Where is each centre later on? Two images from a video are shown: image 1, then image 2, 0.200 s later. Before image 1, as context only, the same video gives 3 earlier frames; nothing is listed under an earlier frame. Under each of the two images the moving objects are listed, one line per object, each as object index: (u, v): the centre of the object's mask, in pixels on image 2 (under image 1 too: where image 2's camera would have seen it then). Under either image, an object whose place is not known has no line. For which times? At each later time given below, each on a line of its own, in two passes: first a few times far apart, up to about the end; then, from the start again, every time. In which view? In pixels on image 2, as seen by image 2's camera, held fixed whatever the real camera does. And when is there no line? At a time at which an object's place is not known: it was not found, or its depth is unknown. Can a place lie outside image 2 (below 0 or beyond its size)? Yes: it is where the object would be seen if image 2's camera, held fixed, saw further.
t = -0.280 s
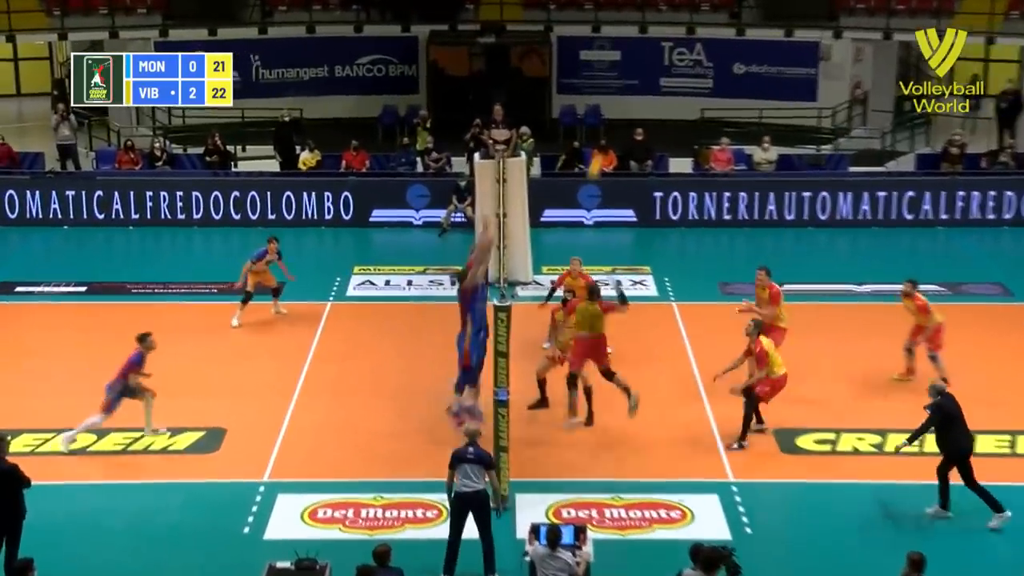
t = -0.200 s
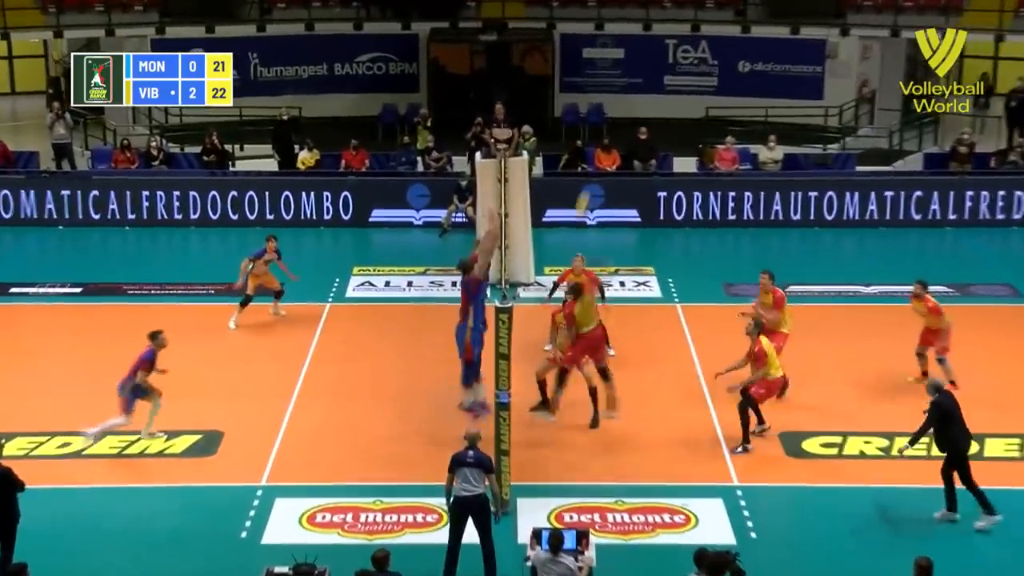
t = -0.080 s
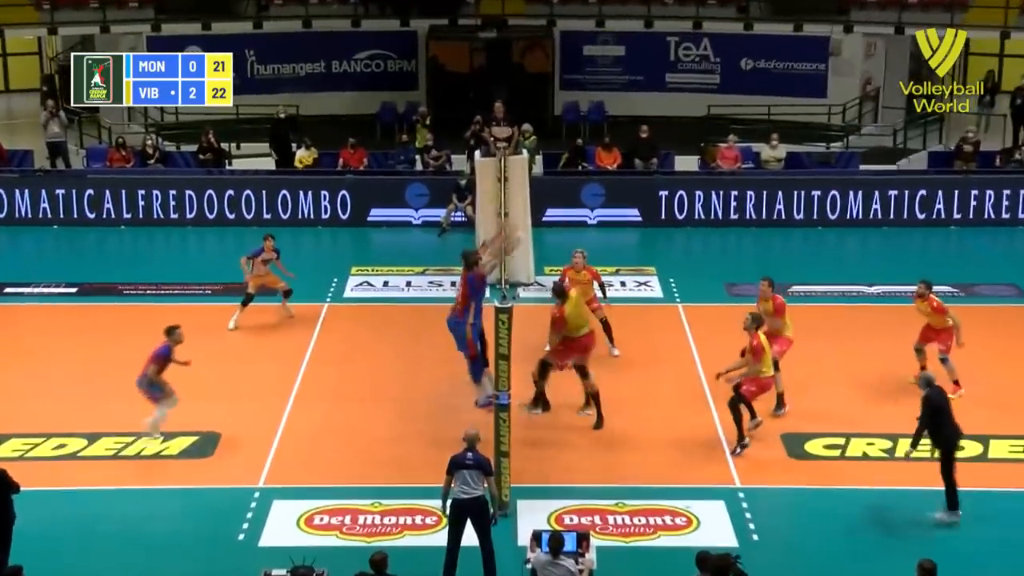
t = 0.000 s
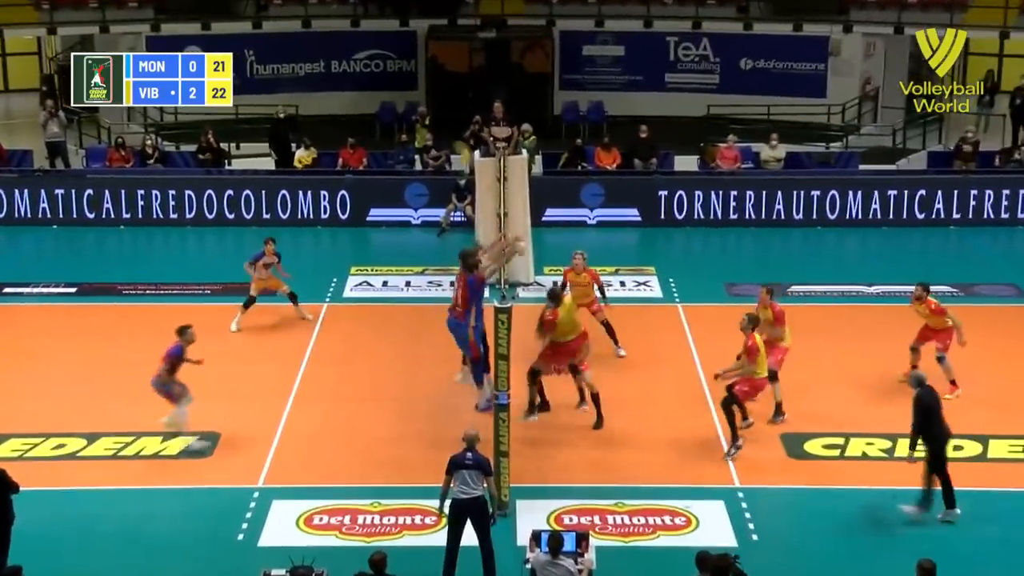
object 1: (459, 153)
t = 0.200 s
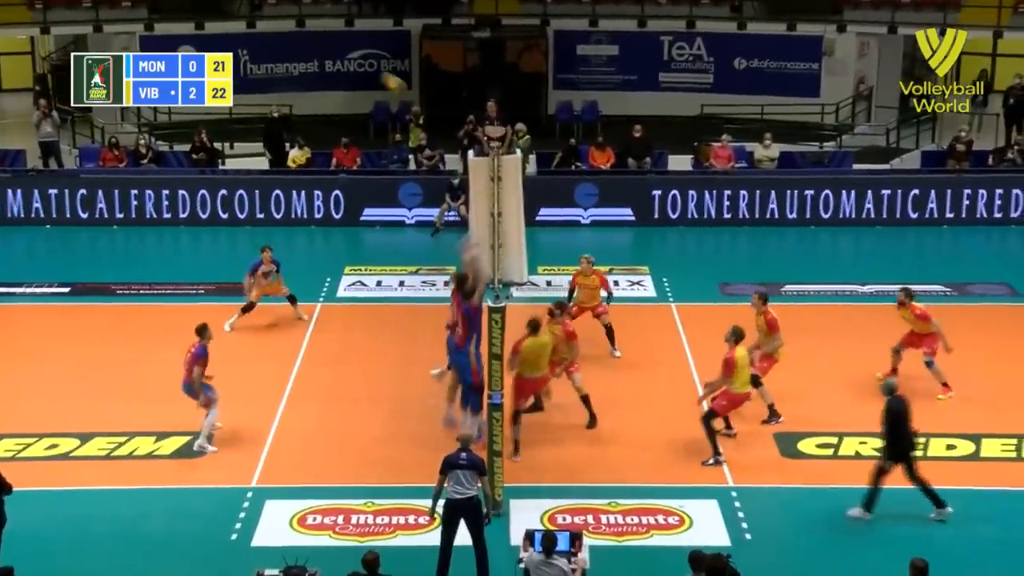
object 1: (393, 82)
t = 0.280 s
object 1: (367, 65)
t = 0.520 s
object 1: (301, 48)
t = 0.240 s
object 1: (381, 74)
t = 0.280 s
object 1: (367, 65)
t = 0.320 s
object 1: (356, 59)
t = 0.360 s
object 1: (343, 54)
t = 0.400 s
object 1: (333, 50)
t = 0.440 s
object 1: (322, 48)
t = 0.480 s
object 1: (311, 48)
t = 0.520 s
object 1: (301, 48)
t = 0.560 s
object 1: (291, 49)
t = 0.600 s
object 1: (281, 52)
